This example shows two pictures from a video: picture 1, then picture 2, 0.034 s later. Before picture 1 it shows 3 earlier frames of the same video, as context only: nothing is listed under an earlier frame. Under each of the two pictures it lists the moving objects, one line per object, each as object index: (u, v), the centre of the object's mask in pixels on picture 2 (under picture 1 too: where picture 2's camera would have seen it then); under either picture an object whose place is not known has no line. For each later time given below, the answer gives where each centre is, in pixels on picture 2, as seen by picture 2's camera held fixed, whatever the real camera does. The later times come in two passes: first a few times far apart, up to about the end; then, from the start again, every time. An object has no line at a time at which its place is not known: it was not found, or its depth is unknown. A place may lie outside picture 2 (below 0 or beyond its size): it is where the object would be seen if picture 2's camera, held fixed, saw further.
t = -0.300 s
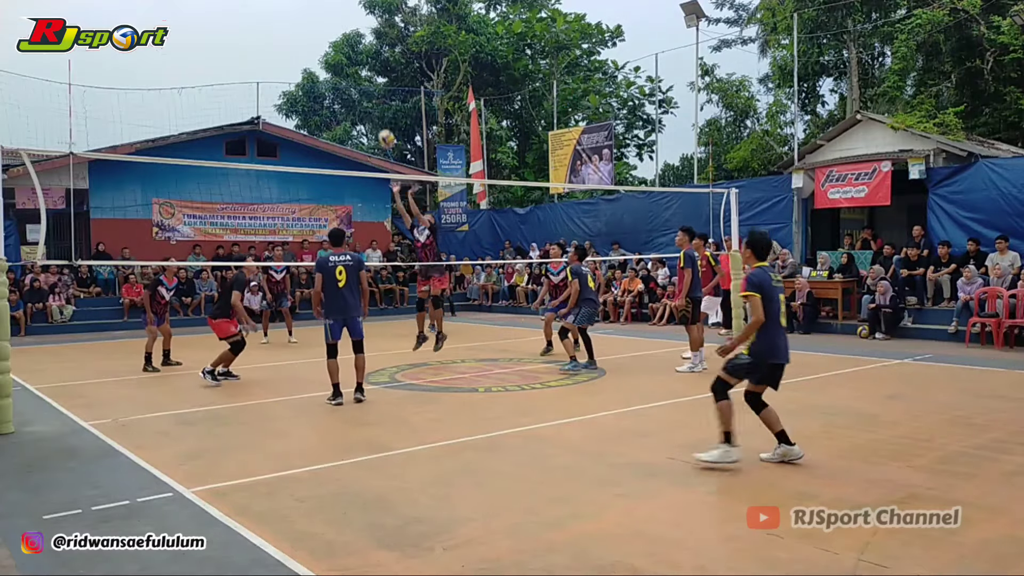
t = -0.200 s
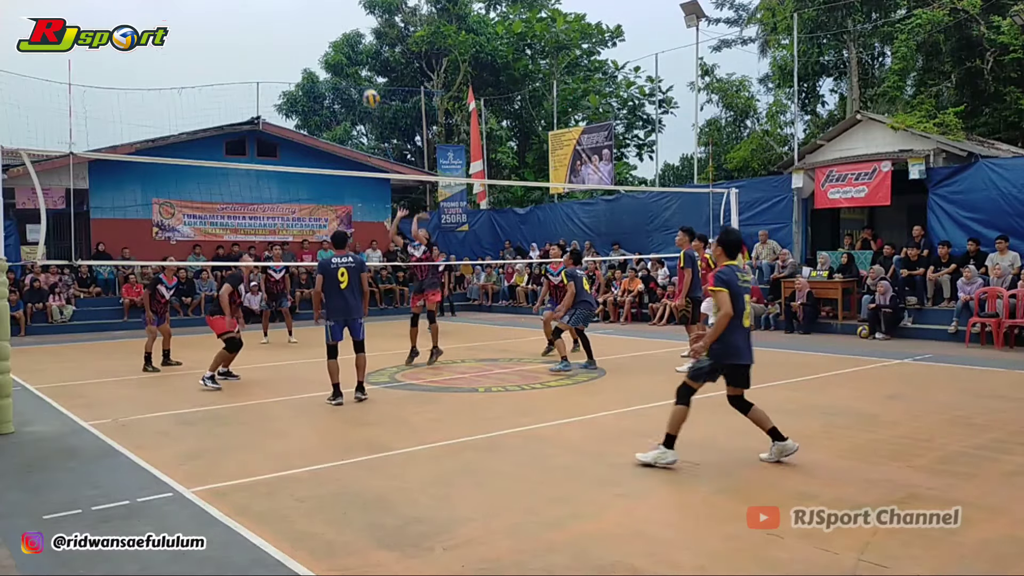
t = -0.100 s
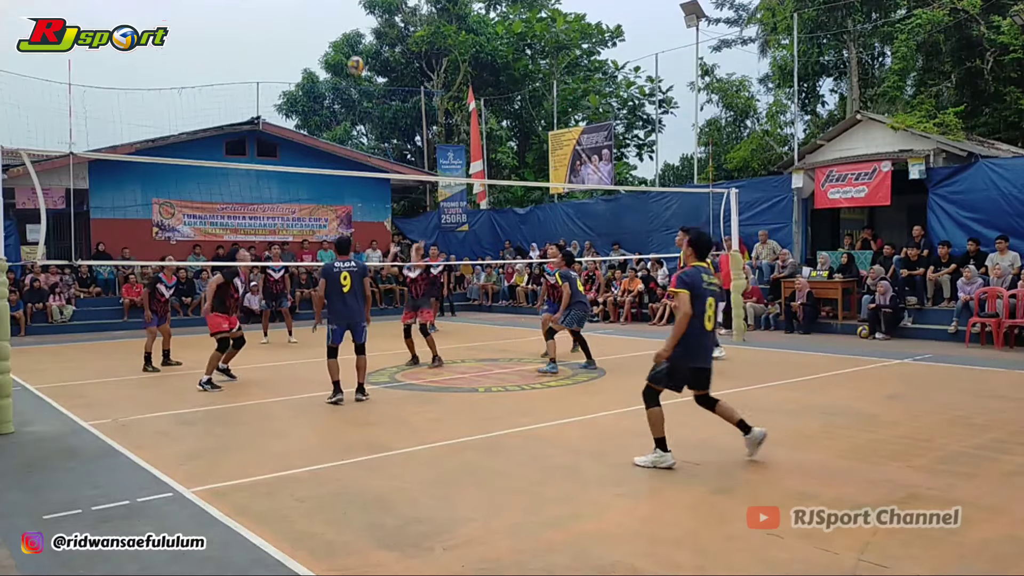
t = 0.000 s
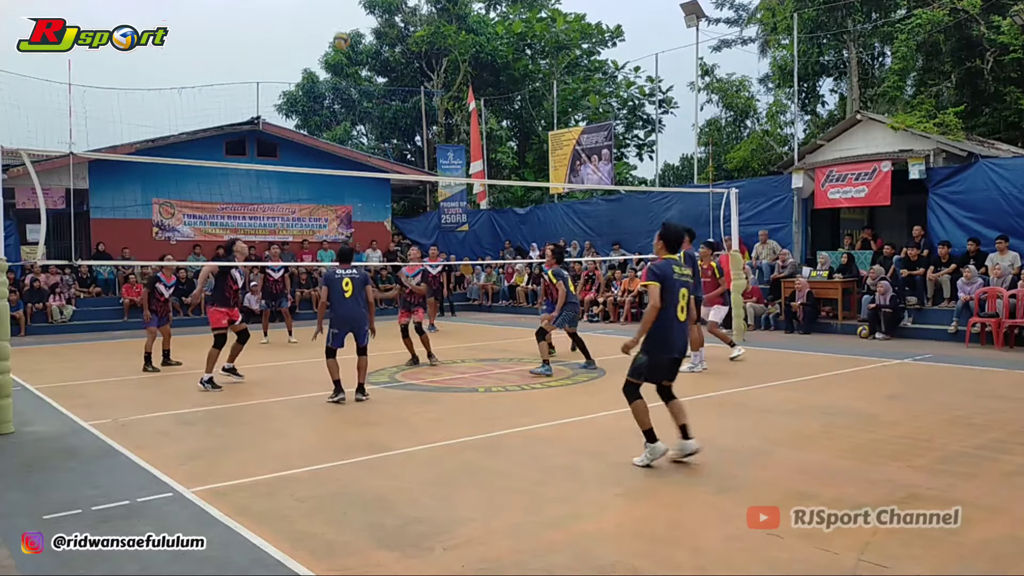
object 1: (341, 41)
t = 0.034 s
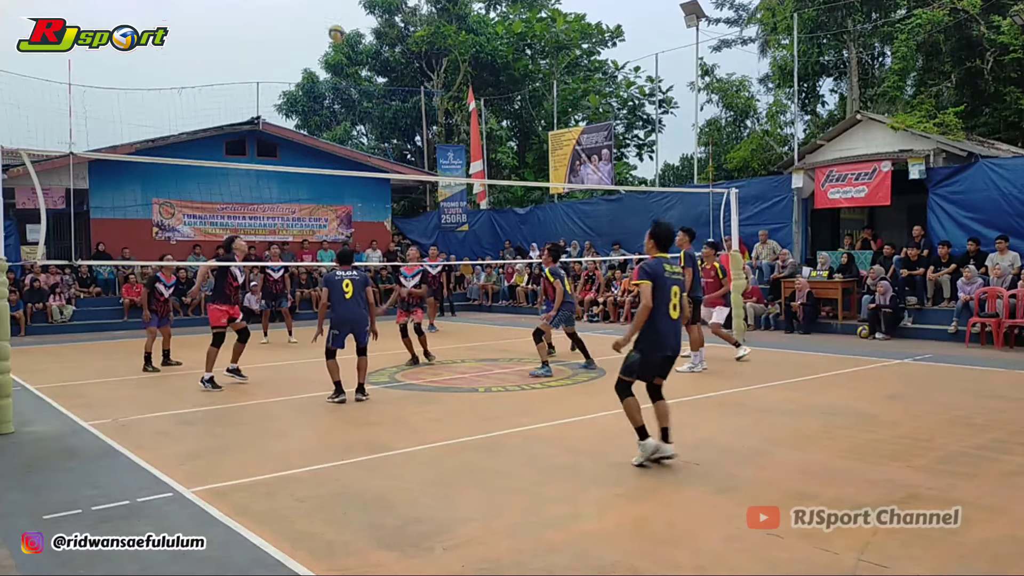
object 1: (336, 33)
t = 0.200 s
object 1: (312, 11)
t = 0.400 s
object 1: (284, 15)
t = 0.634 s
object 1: (253, 59)
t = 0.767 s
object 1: (235, 102)
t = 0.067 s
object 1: (331, 27)
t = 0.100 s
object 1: (326, 22)
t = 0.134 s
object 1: (322, 18)
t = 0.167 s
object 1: (317, 14)
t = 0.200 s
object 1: (312, 11)
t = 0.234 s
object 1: (307, 9)
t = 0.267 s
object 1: (303, 9)
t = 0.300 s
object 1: (298, 9)
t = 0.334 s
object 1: (293, 10)
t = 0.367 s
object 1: (289, 12)
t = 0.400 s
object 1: (284, 15)
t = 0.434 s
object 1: (280, 18)
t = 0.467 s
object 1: (275, 23)
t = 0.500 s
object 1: (270, 28)
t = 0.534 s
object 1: (266, 34)
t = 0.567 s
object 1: (261, 42)
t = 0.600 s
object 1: (257, 50)
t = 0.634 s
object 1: (253, 59)
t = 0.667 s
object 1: (248, 68)
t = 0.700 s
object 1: (244, 79)
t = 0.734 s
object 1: (240, 90)
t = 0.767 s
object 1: (235, 102)
